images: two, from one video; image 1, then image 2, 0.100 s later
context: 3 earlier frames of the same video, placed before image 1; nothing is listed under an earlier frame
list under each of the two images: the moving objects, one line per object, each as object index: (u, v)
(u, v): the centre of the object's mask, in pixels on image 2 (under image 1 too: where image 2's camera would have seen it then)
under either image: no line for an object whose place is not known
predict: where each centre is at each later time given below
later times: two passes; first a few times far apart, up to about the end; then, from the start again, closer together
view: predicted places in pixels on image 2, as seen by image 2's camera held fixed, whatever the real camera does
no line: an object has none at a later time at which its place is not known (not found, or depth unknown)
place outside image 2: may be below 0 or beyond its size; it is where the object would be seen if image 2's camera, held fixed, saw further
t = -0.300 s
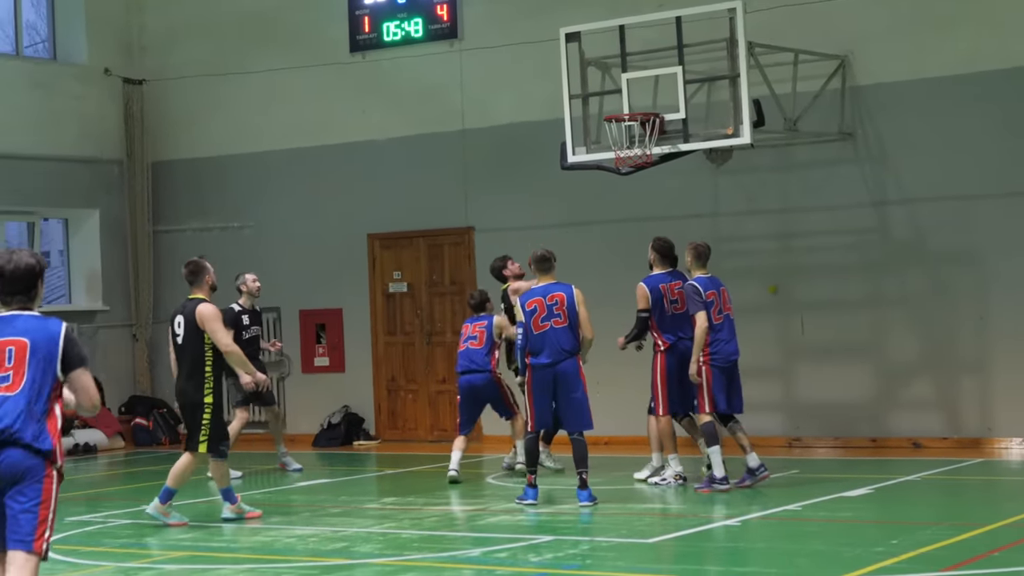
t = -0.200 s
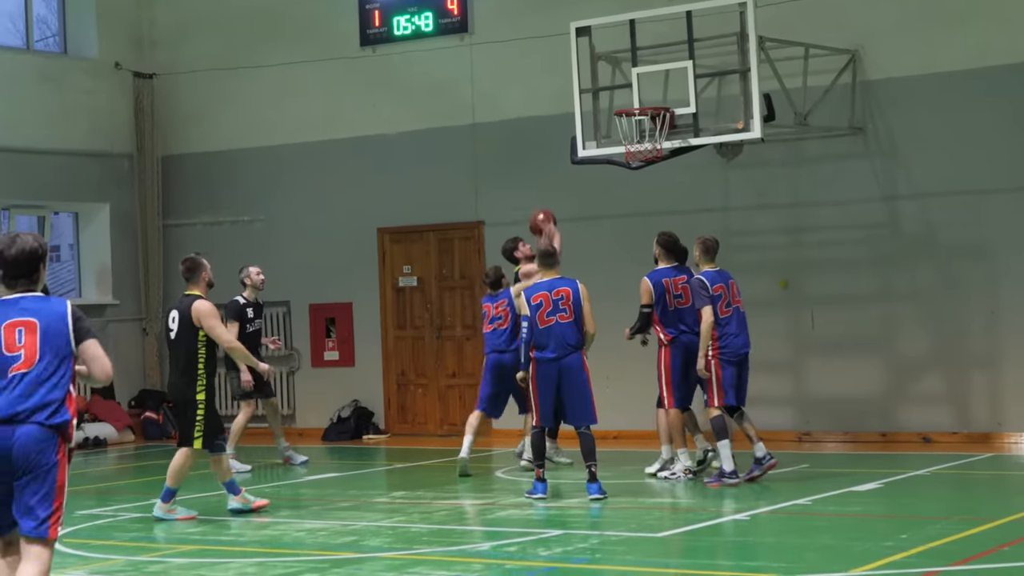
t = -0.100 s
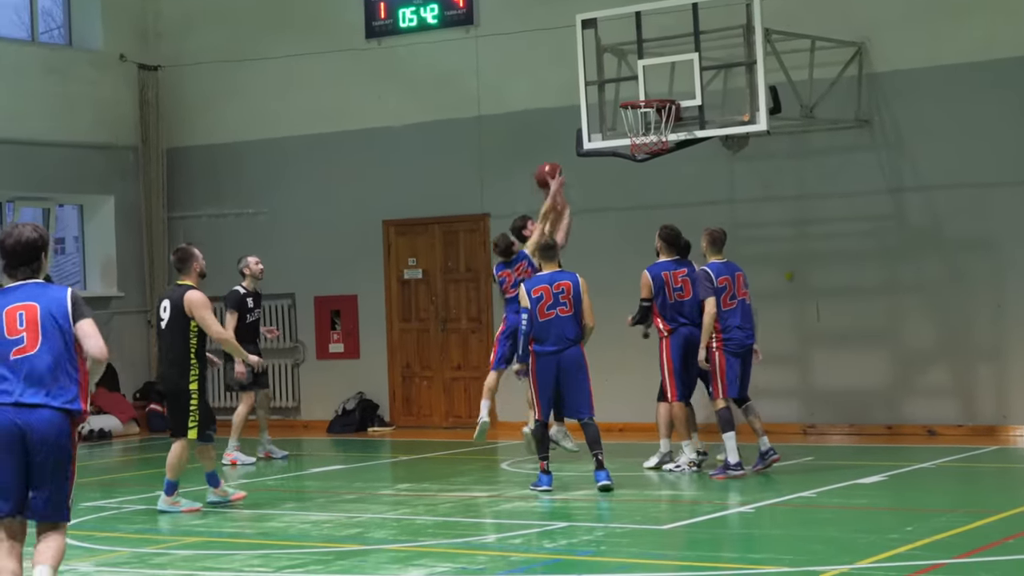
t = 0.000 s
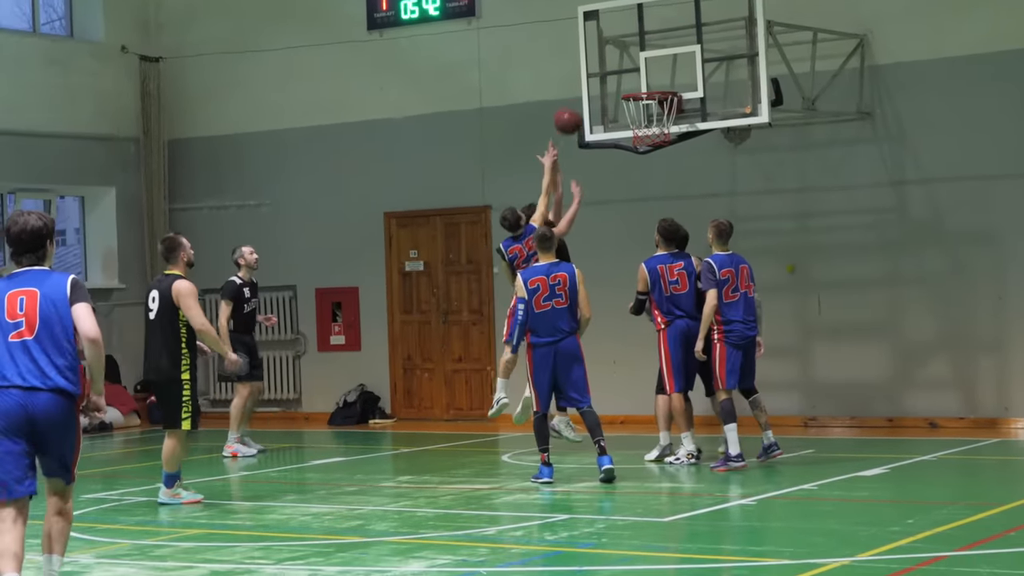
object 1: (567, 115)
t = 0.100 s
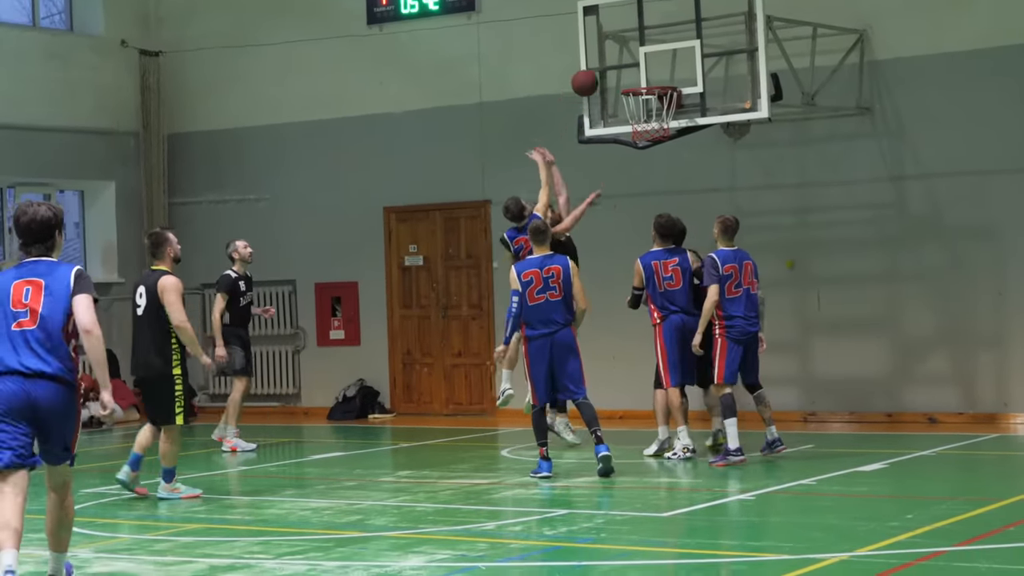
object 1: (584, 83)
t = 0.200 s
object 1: (574, 76)
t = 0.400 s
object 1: (555, 96)
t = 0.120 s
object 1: (583, 81)
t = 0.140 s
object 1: (581, 79)
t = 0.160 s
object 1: (579, 78)
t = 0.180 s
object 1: (577, 77)
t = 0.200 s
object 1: (574, 76)
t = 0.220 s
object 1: (573, 76)
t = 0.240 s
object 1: (571, 77)
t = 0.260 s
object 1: (568, 78)
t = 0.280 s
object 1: (567, 79)
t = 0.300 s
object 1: (565, 81)
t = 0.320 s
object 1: (563, 83)
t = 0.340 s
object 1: (561, 85)
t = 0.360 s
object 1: (559, 88)
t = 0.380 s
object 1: (557, 92)
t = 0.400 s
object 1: (555, 96)
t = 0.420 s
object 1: (553, 101)
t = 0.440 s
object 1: (551, 106)
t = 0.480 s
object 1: (547, 116)
